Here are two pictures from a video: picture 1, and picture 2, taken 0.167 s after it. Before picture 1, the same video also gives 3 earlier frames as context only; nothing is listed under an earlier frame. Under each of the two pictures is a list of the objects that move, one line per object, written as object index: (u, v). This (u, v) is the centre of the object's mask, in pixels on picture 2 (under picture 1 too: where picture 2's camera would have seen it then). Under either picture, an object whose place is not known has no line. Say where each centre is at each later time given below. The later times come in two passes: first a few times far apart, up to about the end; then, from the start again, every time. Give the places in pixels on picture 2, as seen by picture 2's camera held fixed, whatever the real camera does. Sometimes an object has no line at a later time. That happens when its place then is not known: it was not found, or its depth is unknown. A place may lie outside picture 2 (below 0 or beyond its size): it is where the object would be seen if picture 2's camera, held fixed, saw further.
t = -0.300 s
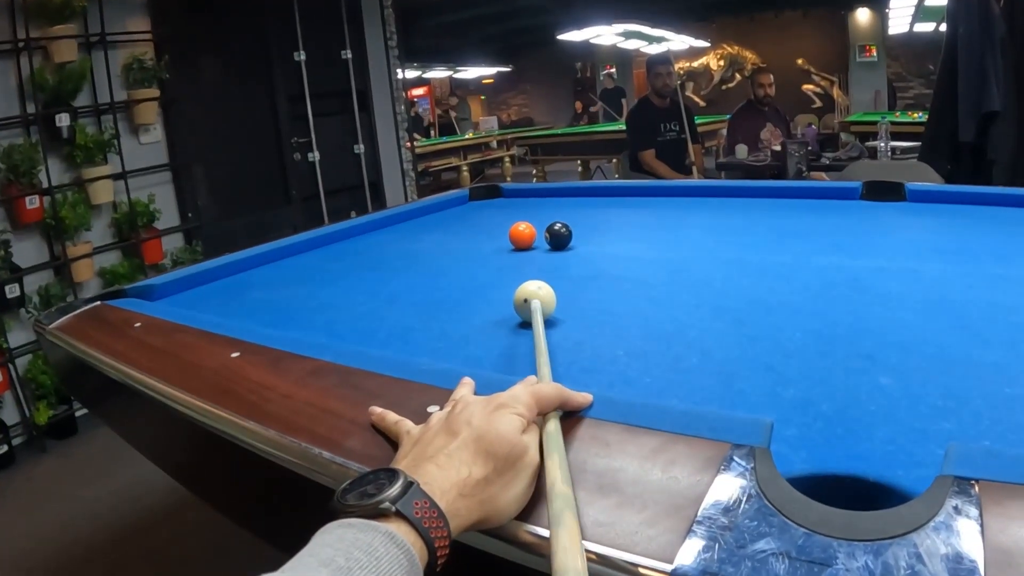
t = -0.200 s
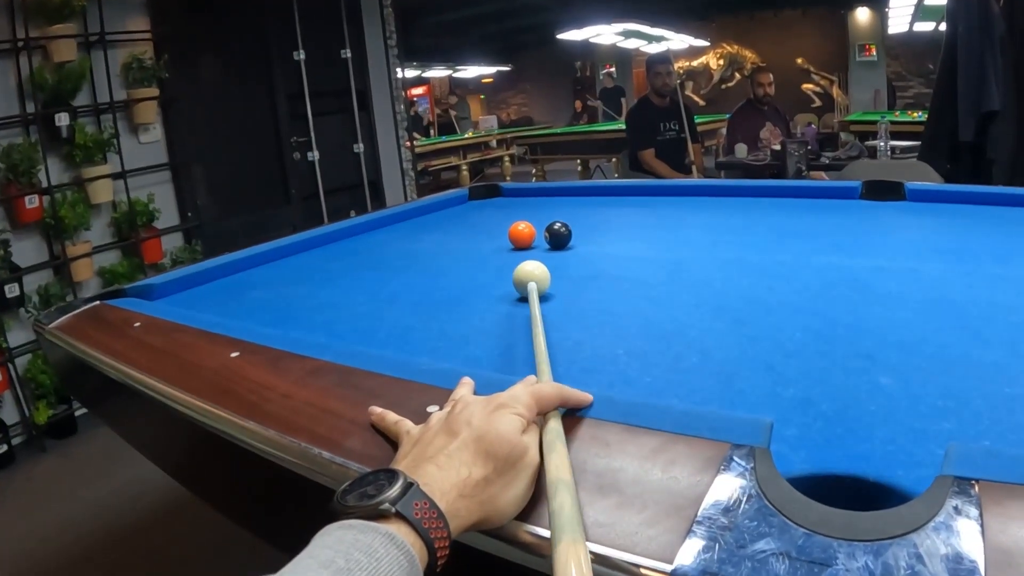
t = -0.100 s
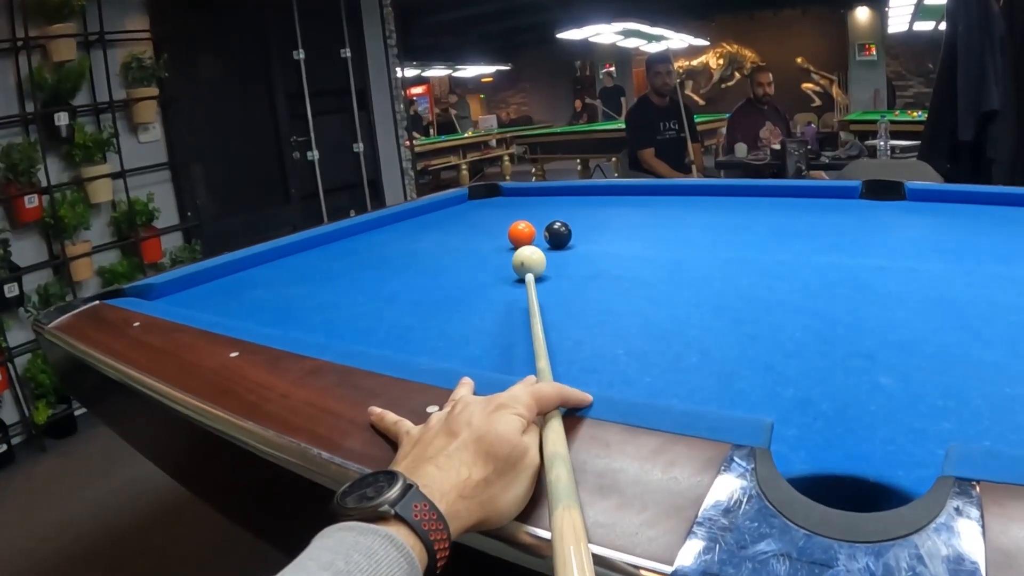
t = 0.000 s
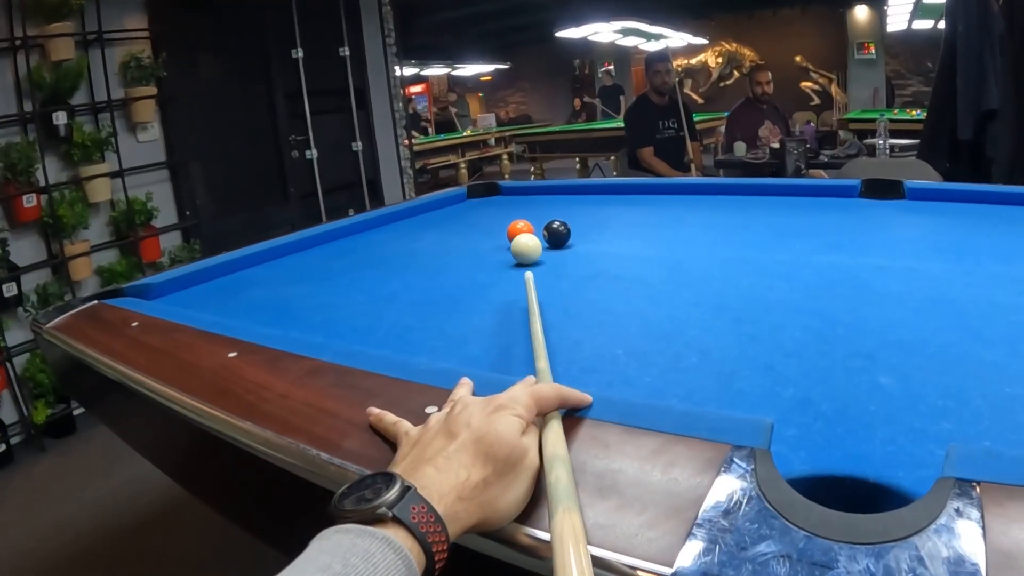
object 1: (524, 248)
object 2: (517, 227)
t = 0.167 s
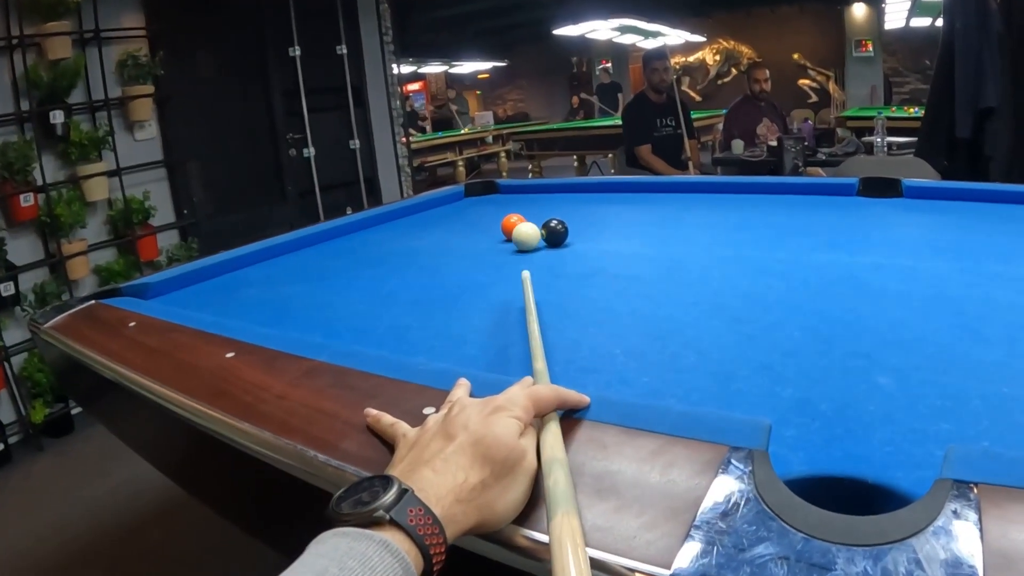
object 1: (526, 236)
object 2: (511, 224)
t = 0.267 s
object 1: (525, 234)
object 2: (508, 221)
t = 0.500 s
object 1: (523, 230)
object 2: (503, 213)
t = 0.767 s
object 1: (521, 226)
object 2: (496, 204)
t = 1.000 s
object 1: (519, 223)
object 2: (492, 198)
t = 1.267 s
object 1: (518, 220)
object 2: (487, 192)
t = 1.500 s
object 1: (517, 219)
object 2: (484, 188)
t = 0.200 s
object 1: (526, 235)
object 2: (510, 223)
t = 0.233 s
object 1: (526, 235)
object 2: (509, 222)
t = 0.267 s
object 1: (525, 234)
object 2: (508, 221)
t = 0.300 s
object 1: (525, 234)
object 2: (508, 219)
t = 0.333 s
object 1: (525, 233)
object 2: (507, 218)
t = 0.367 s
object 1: (525, 232)
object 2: (506, 217)
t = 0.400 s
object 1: (524, 232)
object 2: (506, 216)
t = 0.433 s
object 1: (524, 231)
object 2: (505, 215)
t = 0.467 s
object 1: (524, 230)
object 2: (504, 214)
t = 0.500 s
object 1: (523, 230)
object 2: (503, 213)
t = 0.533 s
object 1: (523, 230)
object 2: (502, 212)
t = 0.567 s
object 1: (523, 229)
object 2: (501, 210)
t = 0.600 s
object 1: (522, 229)
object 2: (500, 209)
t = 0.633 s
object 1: (522, 228)
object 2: (500, 208)
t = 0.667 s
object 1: (522, 228)
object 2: (499, 207)
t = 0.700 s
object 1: (521, 227)
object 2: (498, 206)
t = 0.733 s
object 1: (521, 227)
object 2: (497, 205)
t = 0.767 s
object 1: (521, 226)
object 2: (496, 204)
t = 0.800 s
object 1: (521, 226)
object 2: (496, 203)
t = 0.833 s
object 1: (520, 225)
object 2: (495, 202)
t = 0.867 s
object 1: (520, 225)
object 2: (494, 201)
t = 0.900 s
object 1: (520, 224)
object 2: (494, 200)
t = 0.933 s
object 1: (520, 224)
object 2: (493, 200)
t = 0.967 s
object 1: (520, 224)
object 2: (492, 199)
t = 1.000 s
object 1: (519, 223)
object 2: (492, 198)
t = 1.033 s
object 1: (519, 223)
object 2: (491, 197)
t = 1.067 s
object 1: (519, 223)
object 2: (490, 196)
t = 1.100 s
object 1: (519, 222)
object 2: (490, 196)
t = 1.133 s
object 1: (519, 222)
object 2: (489, 195)
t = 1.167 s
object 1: (519, 221)
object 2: (489, 194)
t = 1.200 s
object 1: (518, 221)
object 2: (488, 193)
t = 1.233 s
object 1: (518, 221)
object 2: (488, 192)
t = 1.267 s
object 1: (518, 220)
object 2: (487, 192)
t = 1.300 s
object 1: (518, 220)
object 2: (487, 191)
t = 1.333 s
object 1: (518, 220)
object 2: (486, 191)
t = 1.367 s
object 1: (518, 220)
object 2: (486, 190)
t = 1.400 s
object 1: (518, 220)
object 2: (485, 190)
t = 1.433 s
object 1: (517, 219)
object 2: (485, 189)
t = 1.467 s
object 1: (517, 219)
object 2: (484, 189)
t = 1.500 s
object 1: (517, 219)
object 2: (484, 188)
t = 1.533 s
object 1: (517, 219)
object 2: (483, 188)
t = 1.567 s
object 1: (517, 218)
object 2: (483, 187)
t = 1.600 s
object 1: (516, 218)
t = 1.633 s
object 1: (516, 218)
